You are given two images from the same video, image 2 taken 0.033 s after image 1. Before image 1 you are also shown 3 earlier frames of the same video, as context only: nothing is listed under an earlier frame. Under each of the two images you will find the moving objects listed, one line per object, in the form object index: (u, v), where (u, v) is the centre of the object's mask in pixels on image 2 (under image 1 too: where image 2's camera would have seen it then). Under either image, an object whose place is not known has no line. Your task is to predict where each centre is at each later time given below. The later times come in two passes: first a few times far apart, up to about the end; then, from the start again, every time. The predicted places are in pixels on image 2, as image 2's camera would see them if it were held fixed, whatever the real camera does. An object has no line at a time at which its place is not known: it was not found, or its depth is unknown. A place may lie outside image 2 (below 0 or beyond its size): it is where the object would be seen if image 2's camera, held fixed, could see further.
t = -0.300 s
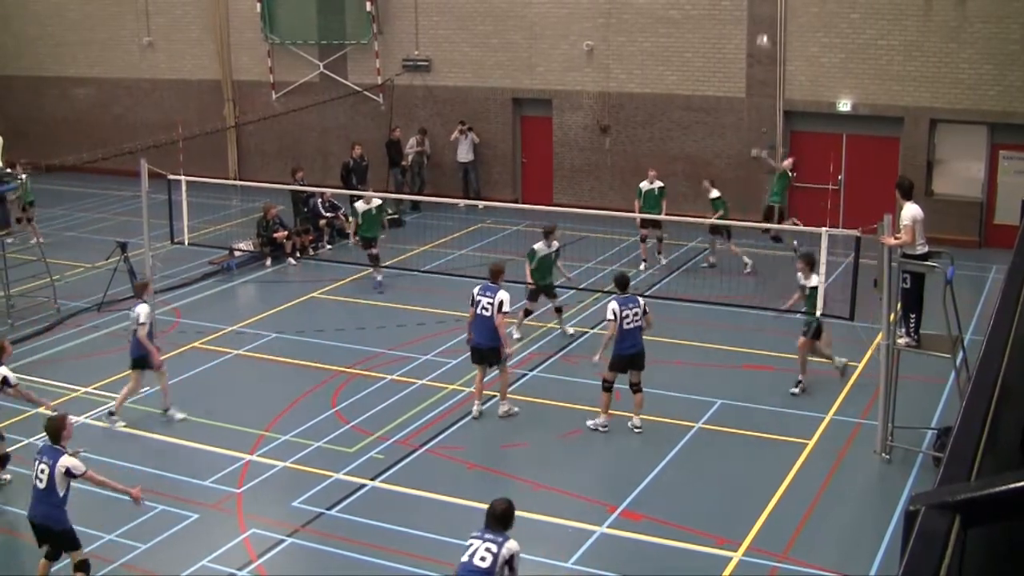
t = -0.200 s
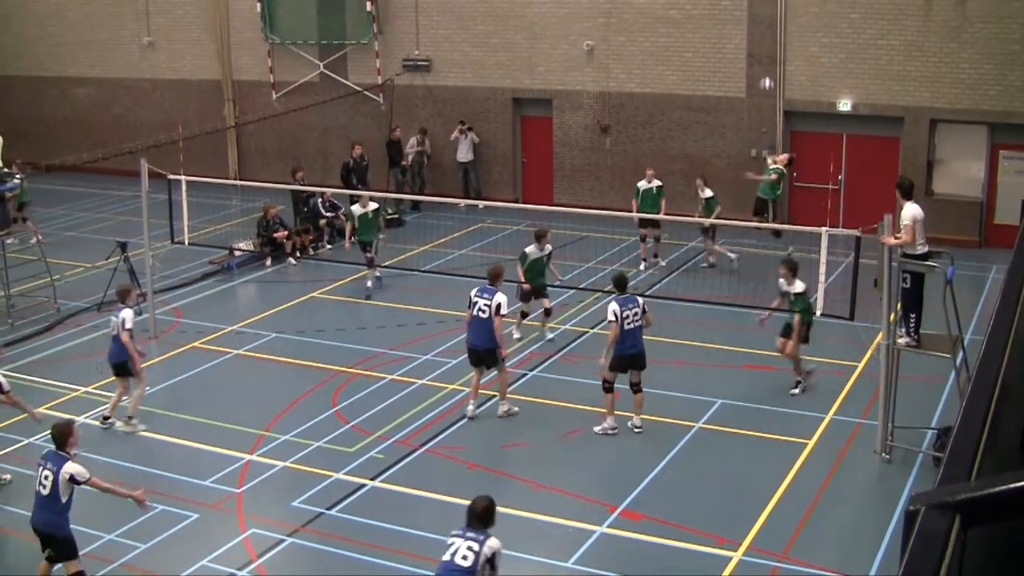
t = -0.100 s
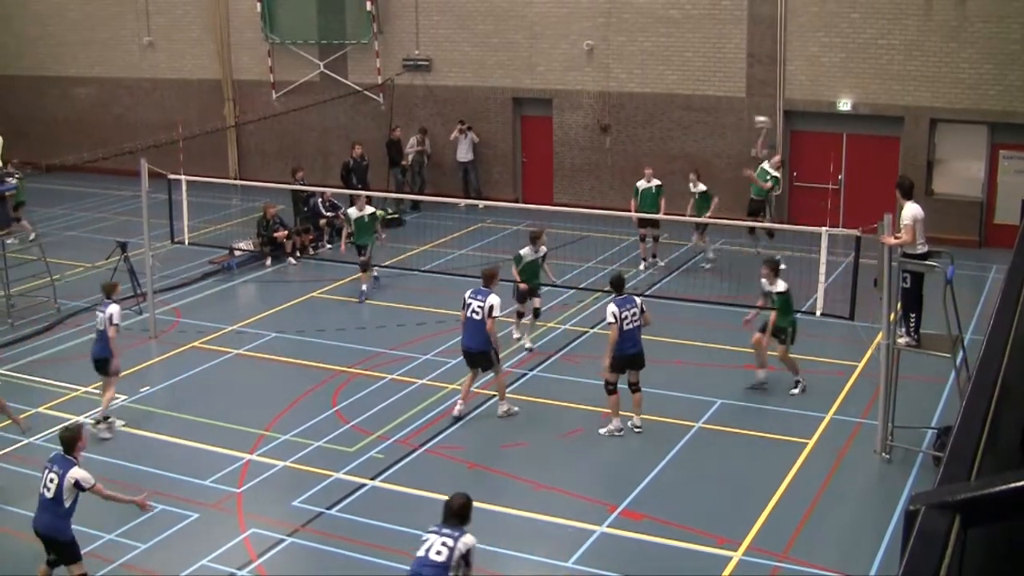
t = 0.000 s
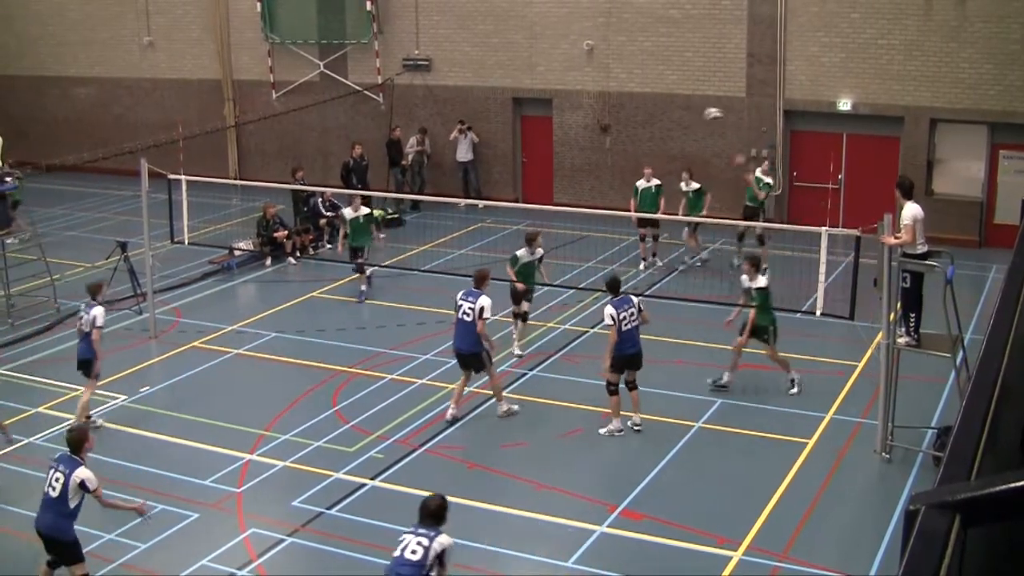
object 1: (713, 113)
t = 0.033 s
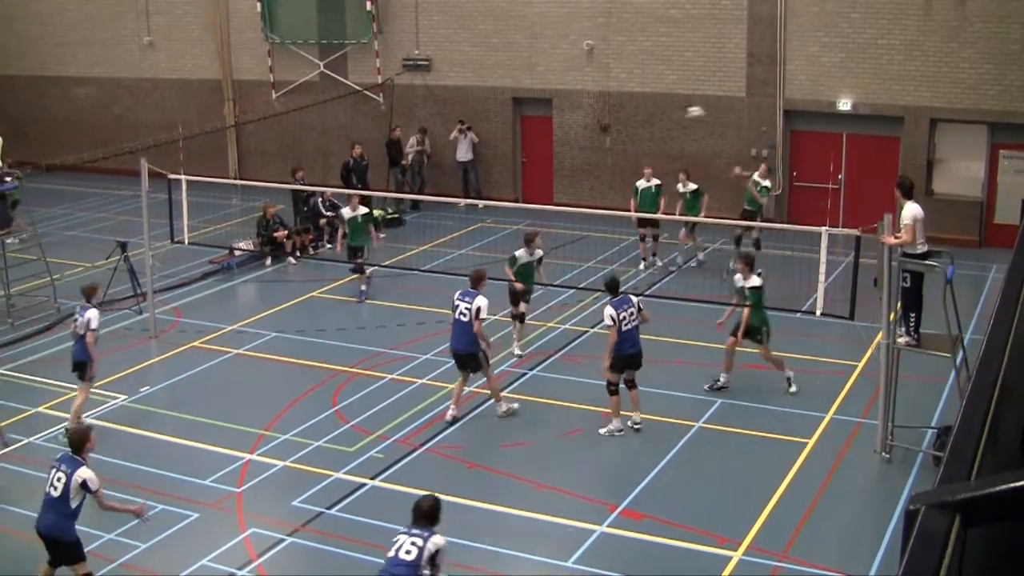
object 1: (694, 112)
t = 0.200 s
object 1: (597, 126)
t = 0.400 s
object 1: (457, 190)
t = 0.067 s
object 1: (677, 113)
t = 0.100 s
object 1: (658, 114)
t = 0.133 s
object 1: (638, 117)
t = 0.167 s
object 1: (618, 121)
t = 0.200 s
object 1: (597, 126)
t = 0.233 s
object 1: (576, 133)
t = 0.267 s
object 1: (553, 142)
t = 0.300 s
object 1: (531, 151)
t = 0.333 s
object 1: (506, 161)
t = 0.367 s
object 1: (482, 175)
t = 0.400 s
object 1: (457, 190)
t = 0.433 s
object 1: (430, 205)
